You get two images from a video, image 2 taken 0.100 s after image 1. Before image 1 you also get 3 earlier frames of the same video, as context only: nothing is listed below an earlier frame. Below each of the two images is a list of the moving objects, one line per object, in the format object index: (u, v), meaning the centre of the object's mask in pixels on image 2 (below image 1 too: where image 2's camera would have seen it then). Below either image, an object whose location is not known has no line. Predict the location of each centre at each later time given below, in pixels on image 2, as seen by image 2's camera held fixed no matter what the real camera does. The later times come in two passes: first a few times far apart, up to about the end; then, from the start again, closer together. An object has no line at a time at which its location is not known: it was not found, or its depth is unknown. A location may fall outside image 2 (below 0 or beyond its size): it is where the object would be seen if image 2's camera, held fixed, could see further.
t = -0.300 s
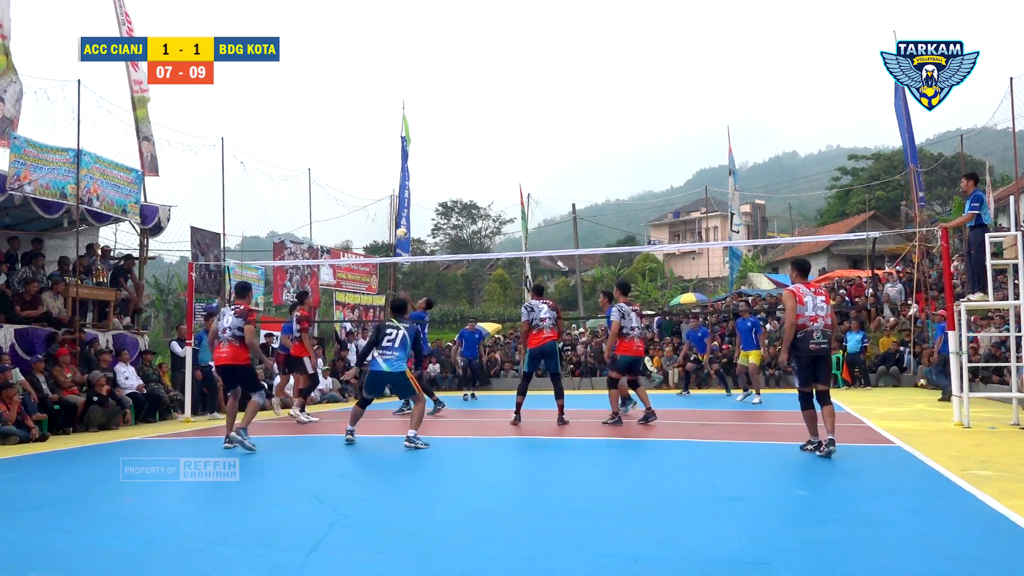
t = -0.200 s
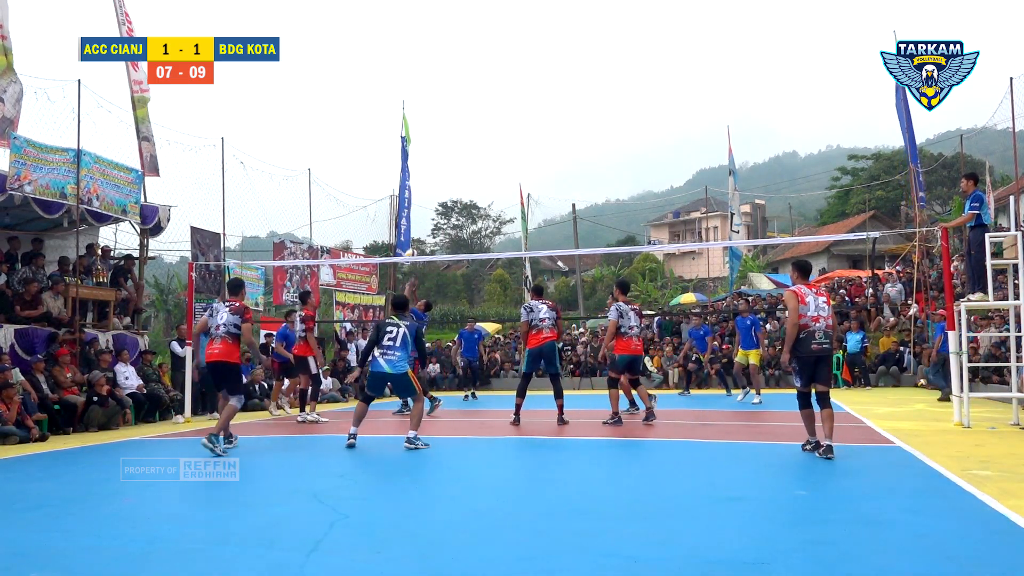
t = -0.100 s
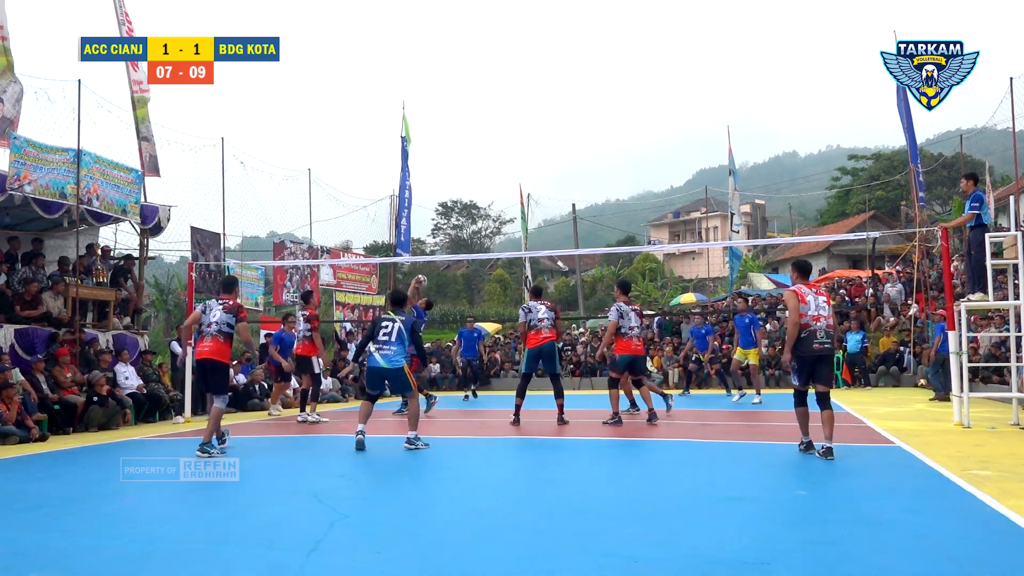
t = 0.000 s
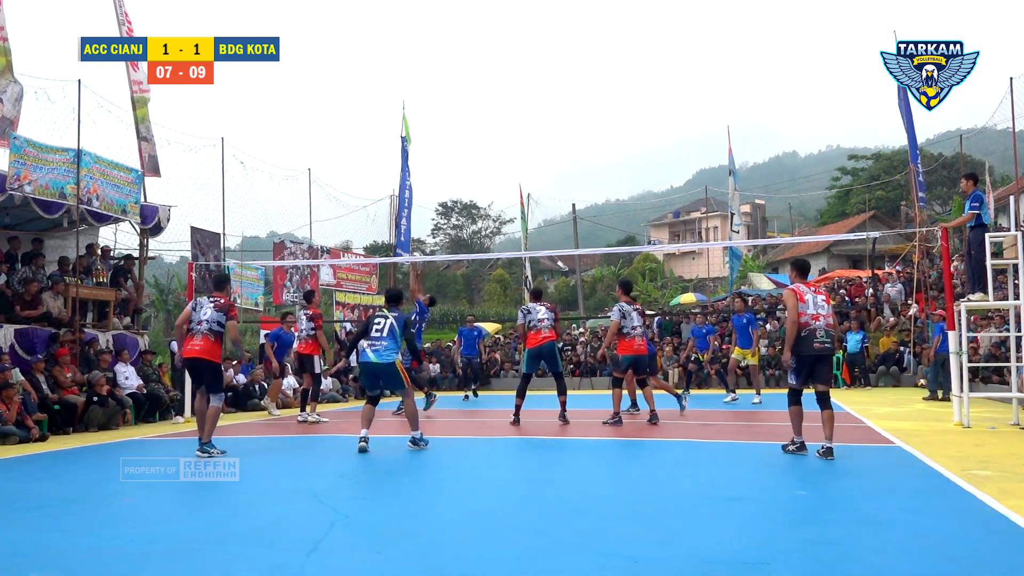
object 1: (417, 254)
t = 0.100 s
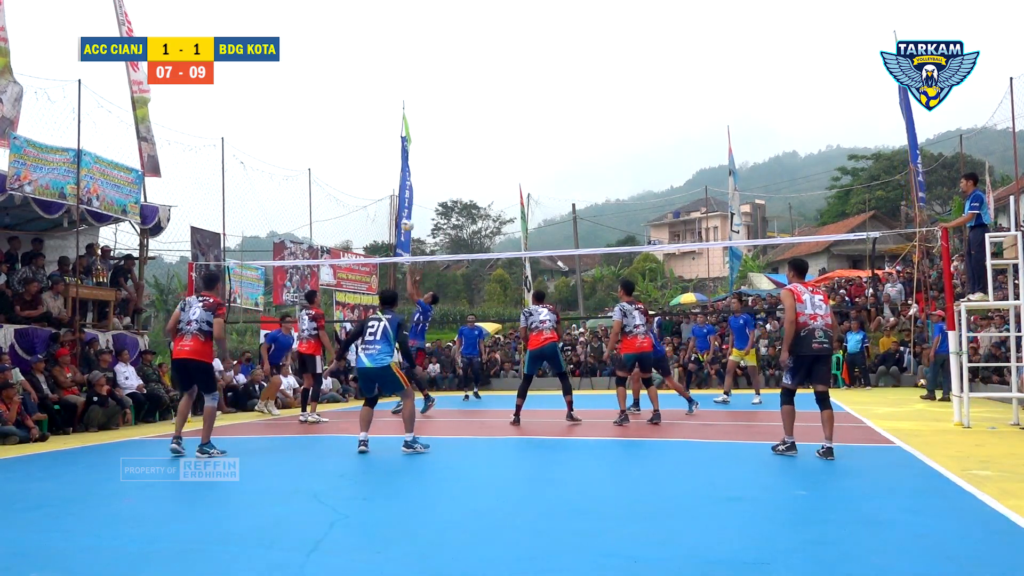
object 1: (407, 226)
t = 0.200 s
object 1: (398, 199)
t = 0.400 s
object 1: (379, 166)
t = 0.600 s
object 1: (361, 156)
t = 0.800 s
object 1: (344, 170)
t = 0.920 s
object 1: (334, 190)
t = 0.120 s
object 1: (406, 220)
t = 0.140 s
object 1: (404, 214)
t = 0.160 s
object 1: (402, 209)
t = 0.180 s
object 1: (399, 204)
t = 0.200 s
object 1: (398, 199)
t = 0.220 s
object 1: (396, 195)
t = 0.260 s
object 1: (392, 188)
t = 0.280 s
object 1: (390, 184)
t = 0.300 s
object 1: (388, 180)
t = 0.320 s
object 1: (386, 177)
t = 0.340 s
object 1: (385, 174)
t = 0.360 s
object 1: (383, 171)
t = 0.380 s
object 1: (381, 169)
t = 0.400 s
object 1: (379, 166)
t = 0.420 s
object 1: (377, 164)
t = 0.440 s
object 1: (376, 163)
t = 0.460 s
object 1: (374, 161)
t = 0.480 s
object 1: (372, 160)
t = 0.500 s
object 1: (370, 159)
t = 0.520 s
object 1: (368, 158)
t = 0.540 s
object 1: (366, 157)
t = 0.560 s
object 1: (365, 157)
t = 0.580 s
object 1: (363, 156)
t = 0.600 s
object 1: (361, 156)
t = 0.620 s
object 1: (359, 157)
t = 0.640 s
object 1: (358, 157)
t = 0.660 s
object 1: (356, 158)
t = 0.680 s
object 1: (354, 159)
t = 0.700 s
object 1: (352, 160)
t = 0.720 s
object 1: (350, 162)
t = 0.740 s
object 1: (349, 163)
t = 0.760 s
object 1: (347, 166)
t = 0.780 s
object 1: (345, 168)
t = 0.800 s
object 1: (344, 170)
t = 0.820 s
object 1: (342, 173)
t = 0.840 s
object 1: (340, 176)
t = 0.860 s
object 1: (339, 179)
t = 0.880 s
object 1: (337, 182)
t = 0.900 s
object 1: (336, 186)
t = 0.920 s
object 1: (334, 190)
